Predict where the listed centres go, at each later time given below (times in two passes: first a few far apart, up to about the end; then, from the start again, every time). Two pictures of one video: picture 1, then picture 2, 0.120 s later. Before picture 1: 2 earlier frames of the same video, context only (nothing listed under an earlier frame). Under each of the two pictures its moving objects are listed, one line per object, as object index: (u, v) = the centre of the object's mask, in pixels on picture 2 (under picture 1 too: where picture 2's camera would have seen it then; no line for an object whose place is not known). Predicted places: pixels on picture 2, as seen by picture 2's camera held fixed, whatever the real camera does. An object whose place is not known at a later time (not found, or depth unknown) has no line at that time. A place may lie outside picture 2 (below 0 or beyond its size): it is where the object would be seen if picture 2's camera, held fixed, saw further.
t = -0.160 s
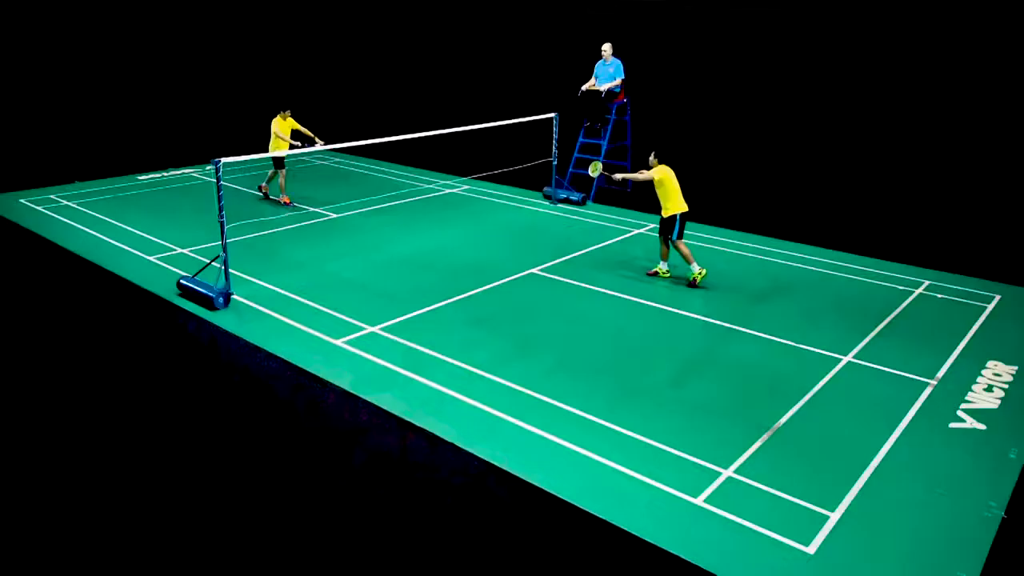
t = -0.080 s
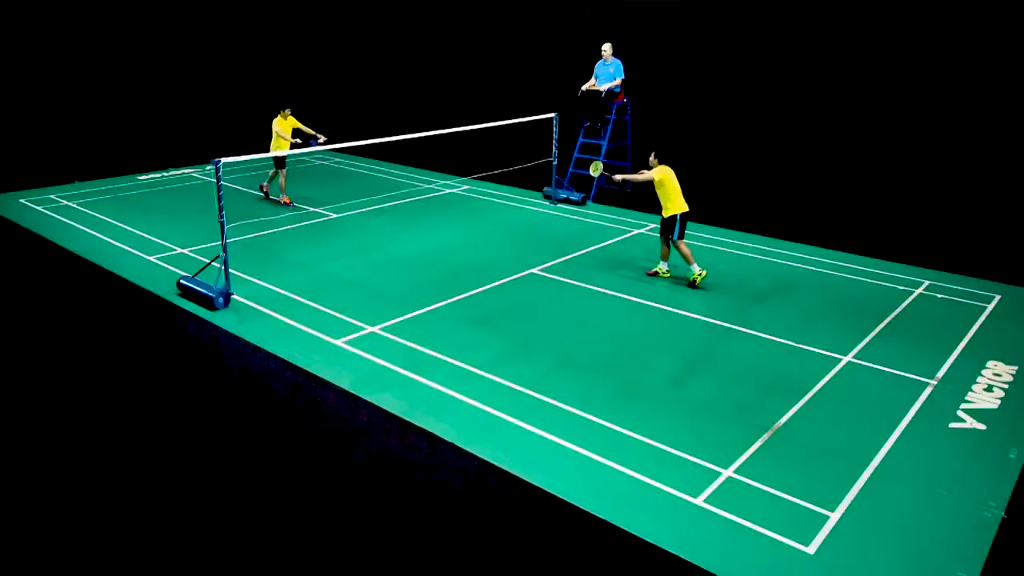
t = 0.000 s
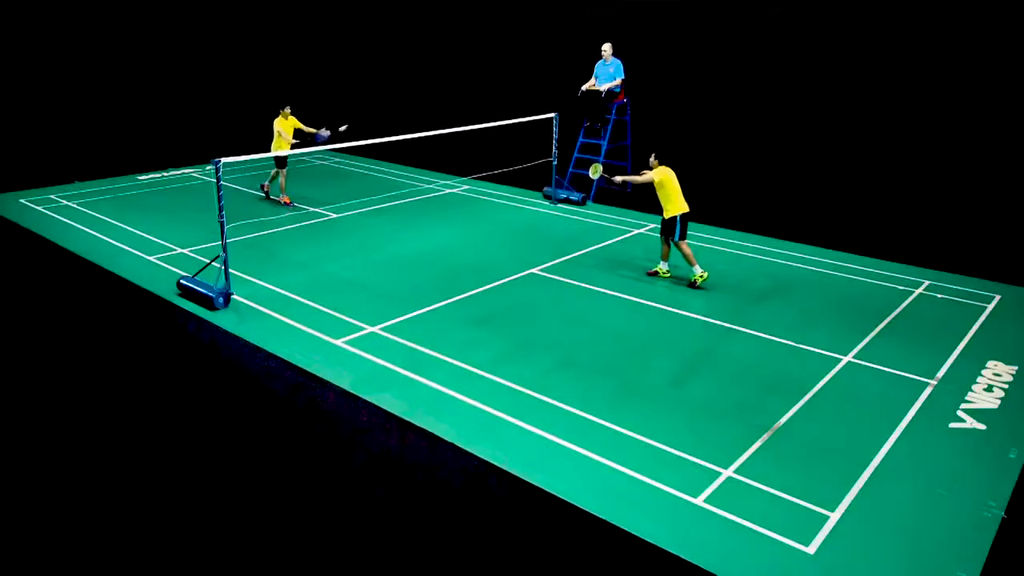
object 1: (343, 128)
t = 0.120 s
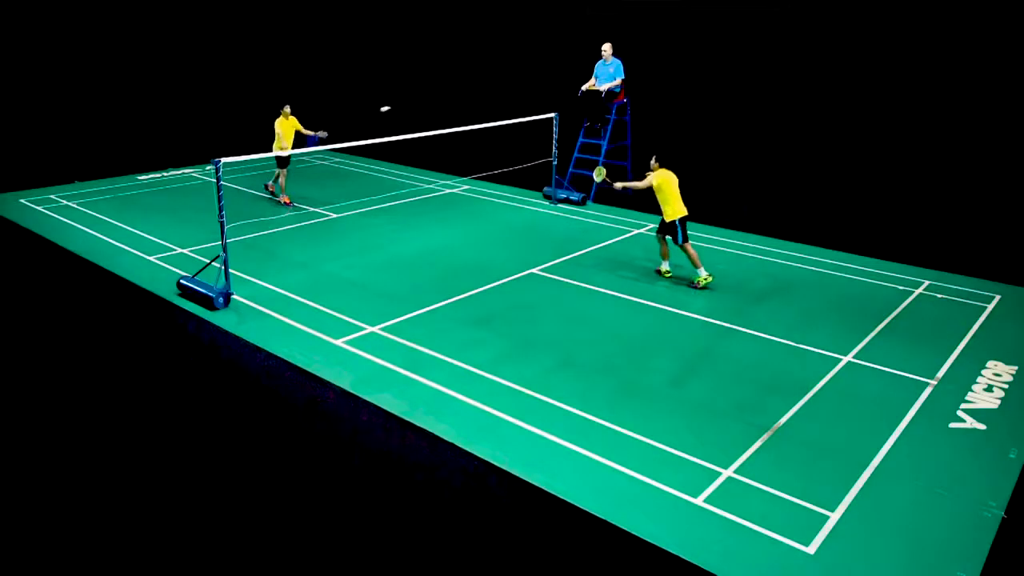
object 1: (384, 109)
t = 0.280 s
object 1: (436, 101)
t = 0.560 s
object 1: (514, 128)
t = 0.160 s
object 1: (398, 105)
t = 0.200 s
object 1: (412, 102)
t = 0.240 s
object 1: (424, 101)
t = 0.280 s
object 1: (436, 101)
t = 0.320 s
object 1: (448, 102)
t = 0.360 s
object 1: (460, 104)
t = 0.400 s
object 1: (472, 107)
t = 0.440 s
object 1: (482, 111)
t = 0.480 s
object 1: (493, 115)
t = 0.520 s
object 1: (504, 121)
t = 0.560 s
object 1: (514, 128)
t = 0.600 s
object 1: (524, 136)
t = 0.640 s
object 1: (533, 145)
